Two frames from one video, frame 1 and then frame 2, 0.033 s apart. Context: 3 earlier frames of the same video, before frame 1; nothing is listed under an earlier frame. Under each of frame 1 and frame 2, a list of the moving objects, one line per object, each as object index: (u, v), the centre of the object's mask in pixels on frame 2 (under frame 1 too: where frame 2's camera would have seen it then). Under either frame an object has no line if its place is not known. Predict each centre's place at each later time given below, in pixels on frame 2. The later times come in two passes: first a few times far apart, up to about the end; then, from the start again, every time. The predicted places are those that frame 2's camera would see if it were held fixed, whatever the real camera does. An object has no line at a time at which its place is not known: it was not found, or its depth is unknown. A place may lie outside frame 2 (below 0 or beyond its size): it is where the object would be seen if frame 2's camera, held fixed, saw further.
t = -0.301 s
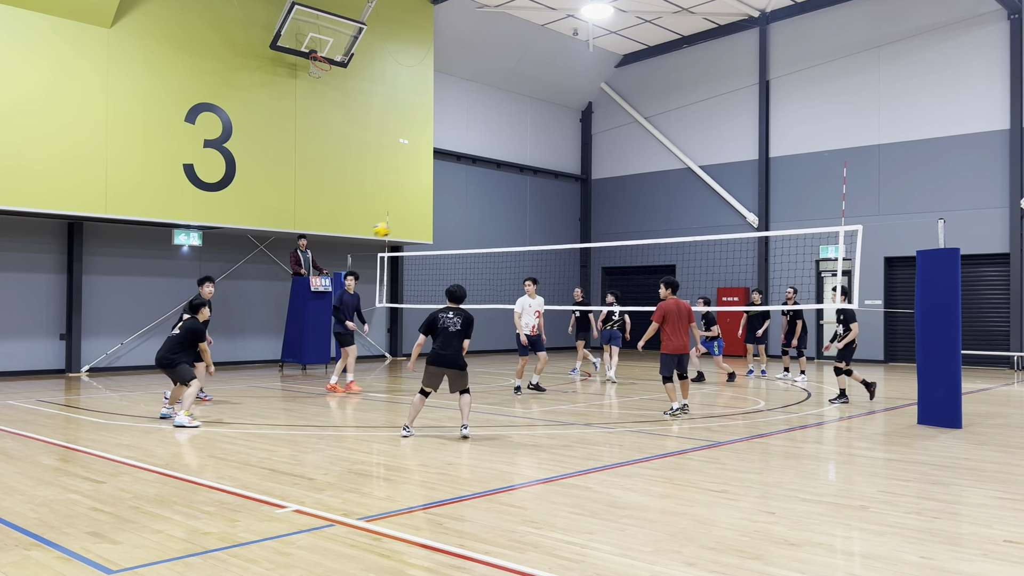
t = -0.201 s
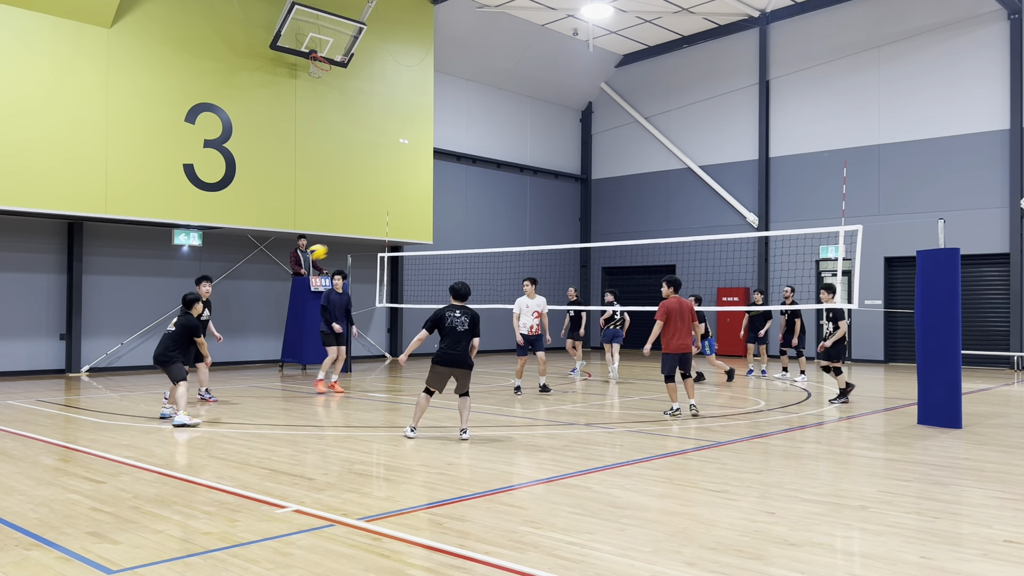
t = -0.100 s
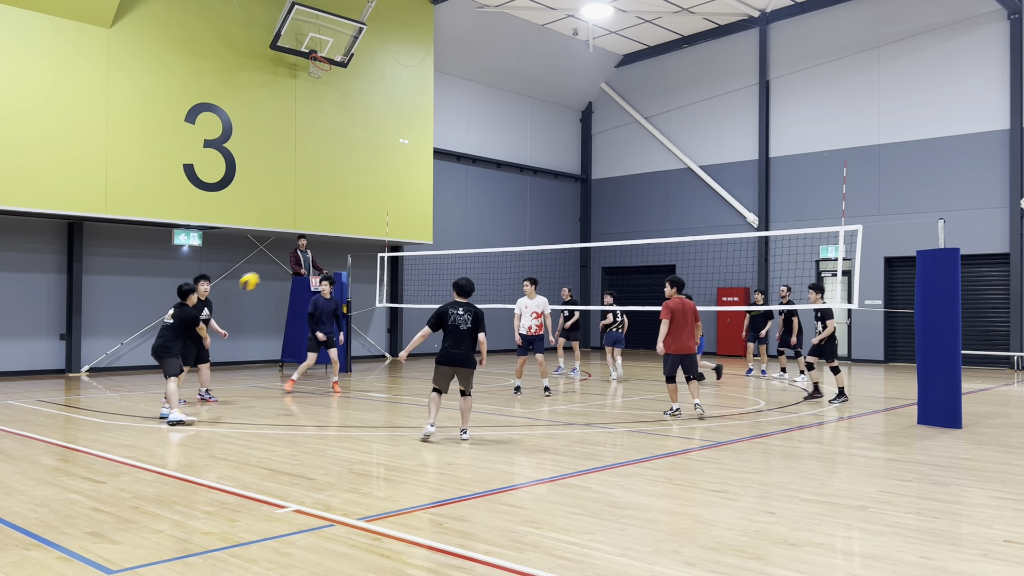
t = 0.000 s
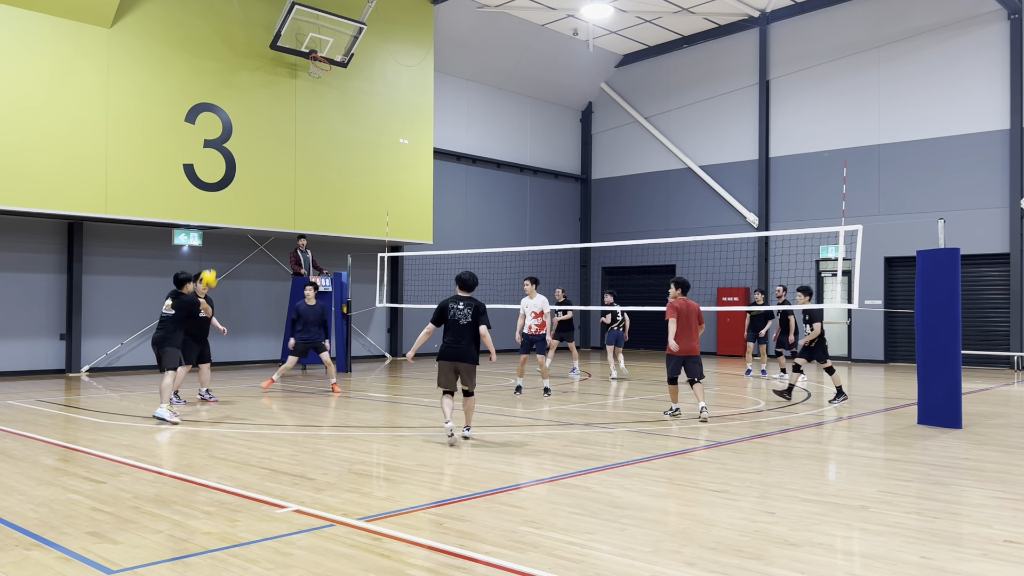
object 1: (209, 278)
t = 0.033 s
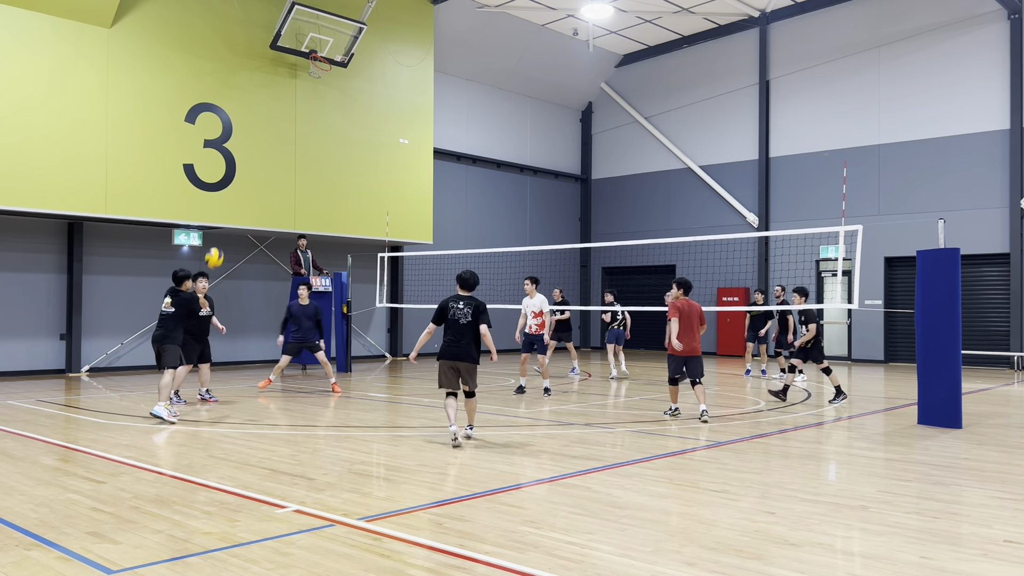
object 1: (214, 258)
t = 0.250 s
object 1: (250, 141)
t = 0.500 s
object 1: (287, 54)
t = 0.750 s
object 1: (325, 19)
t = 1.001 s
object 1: (363, 34)
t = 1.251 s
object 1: (400, 102)
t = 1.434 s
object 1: (429, 184)
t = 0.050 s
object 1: (217, 248)
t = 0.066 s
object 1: (220, 238)
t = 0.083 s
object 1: (222, 228)
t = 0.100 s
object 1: (226, 218)
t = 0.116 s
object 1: (228, 208)
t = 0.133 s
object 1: (231, 198)
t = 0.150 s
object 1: (234, 189)
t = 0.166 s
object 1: (236, 180)
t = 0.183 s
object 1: (239, 172)
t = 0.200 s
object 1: (242, 164)
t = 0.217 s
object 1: (245, 156)
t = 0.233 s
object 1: (247, 148)
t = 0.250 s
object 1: (250, 141)
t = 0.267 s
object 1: (252, 133)
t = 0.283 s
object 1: (255, 126)
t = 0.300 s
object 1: (257, 119)
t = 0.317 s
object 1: (260, 112)
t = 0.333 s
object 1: (262, 106)
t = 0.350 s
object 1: (264, 100)
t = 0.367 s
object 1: (267, 94)
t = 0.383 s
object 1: (270, 88)
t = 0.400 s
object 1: (272, 83)
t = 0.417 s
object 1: (275, 78)
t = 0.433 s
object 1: (277, 73)
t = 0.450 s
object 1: (280, 67)
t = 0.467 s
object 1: (283, 63)
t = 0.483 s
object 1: (285, 58)
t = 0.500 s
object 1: (287, 54)
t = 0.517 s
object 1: (290, 50)
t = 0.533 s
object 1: (292, 46)
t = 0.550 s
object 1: (295, 43)
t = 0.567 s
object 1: (297, 40)
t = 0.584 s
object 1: (300, 37)
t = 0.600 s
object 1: (302, 34)
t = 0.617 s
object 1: (305, 32)
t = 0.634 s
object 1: (308, 29)
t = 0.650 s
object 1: (310, 27)
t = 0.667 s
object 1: (313, 25)
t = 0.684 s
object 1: (315, 23)
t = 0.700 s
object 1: (318, 22)
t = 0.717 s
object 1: (320, 20)
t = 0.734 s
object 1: (322, 20)
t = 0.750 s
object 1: (325, 19)
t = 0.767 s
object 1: (328, 18)
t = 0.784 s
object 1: (331, 18)
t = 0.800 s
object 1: (333, 17)
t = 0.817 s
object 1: (335, 17)
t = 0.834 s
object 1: (338, 18)
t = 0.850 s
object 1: (340, 18)
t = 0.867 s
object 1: (343, 19)
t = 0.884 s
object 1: (345, 20)
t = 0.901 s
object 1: (348, 22)
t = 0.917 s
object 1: (350, 23)
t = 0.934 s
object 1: (354, 25)
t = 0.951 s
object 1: (355, 27)
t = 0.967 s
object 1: (358, 29)
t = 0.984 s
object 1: (360, 31)
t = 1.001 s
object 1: (363, 34)
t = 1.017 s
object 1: (365, 37)
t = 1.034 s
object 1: (368, 40)
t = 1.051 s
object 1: (370, 43)
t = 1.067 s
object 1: (373, 47)
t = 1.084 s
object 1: (376, 50)
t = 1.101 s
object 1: (378, 54)
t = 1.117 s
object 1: (380, 59)
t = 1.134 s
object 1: (383, 63)
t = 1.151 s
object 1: (385, 68)
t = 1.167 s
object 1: (388, 73)
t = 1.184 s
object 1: (390, 78)
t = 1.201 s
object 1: (393, 84)
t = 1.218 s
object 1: (395, 89)
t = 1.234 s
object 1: (398, 96)
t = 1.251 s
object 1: (400, 102)
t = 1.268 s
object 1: (402, 108)
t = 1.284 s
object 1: (405, 115)
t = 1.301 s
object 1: (408, 122)
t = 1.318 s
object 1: (410, 129)
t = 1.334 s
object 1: (412, 136)
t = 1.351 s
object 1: (415, 144)
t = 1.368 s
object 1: (418, 151)
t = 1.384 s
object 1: (421, 159)
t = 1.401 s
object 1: (423, 167)
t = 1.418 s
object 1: (426, 176)
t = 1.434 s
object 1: (429, 184)
